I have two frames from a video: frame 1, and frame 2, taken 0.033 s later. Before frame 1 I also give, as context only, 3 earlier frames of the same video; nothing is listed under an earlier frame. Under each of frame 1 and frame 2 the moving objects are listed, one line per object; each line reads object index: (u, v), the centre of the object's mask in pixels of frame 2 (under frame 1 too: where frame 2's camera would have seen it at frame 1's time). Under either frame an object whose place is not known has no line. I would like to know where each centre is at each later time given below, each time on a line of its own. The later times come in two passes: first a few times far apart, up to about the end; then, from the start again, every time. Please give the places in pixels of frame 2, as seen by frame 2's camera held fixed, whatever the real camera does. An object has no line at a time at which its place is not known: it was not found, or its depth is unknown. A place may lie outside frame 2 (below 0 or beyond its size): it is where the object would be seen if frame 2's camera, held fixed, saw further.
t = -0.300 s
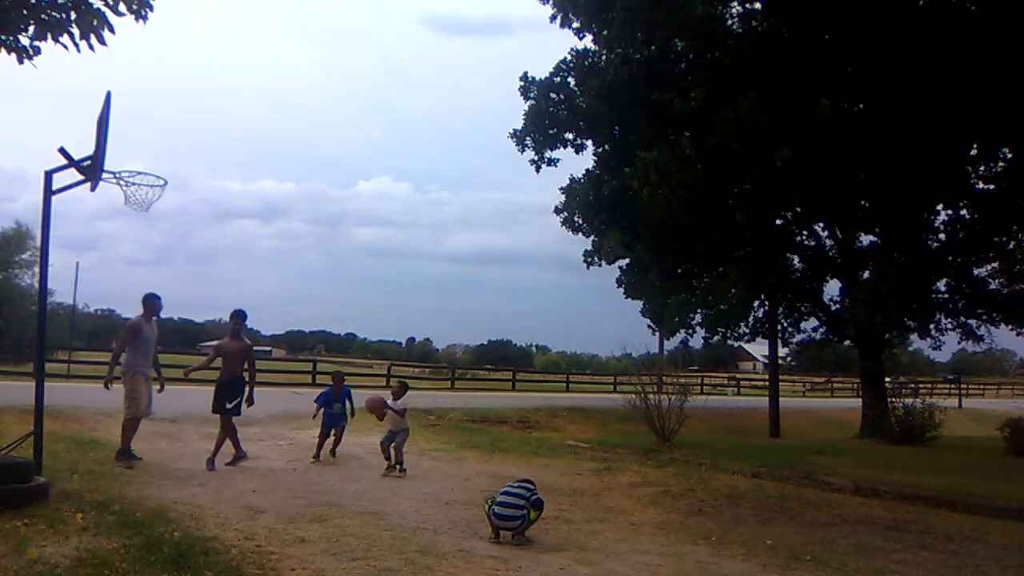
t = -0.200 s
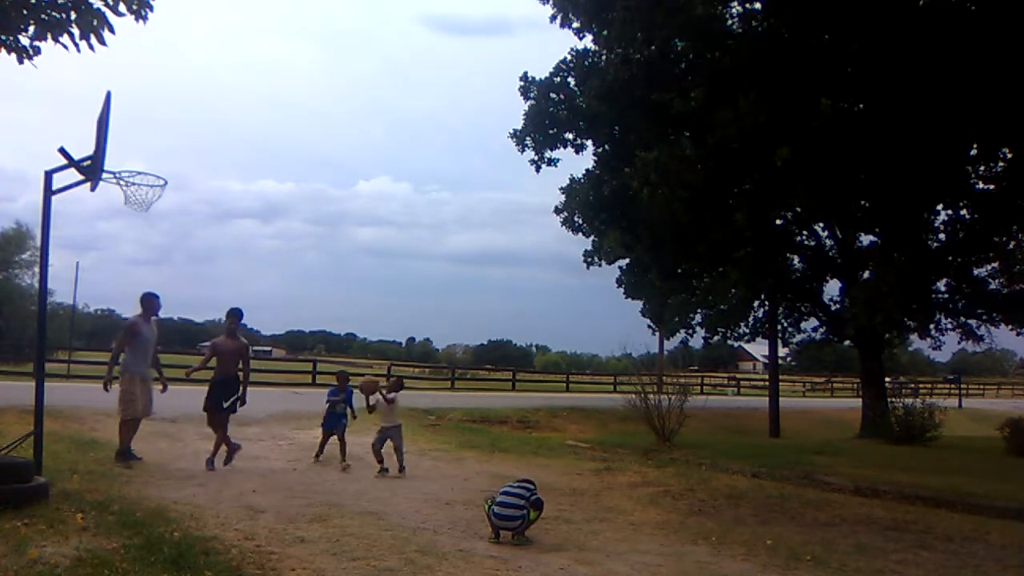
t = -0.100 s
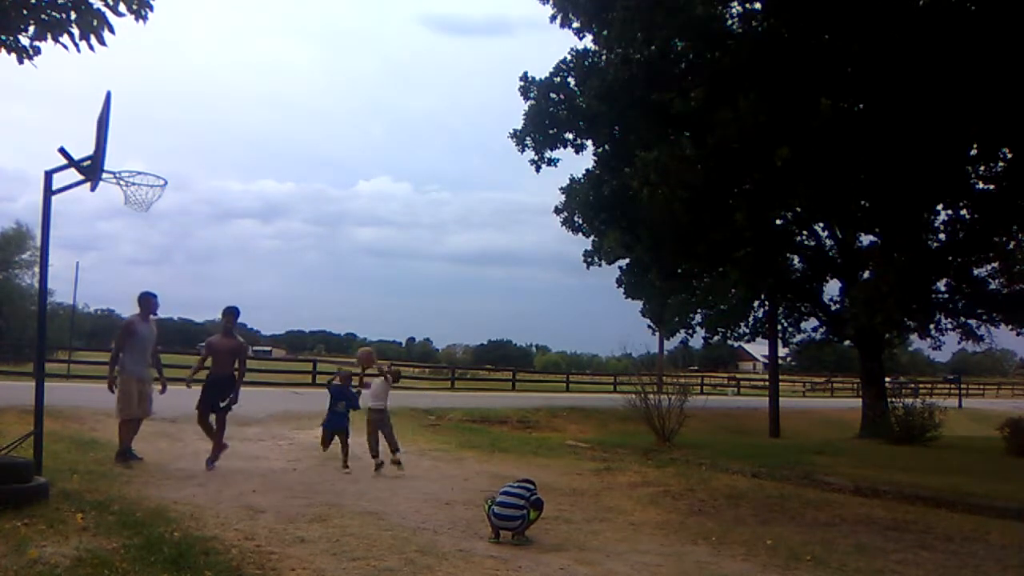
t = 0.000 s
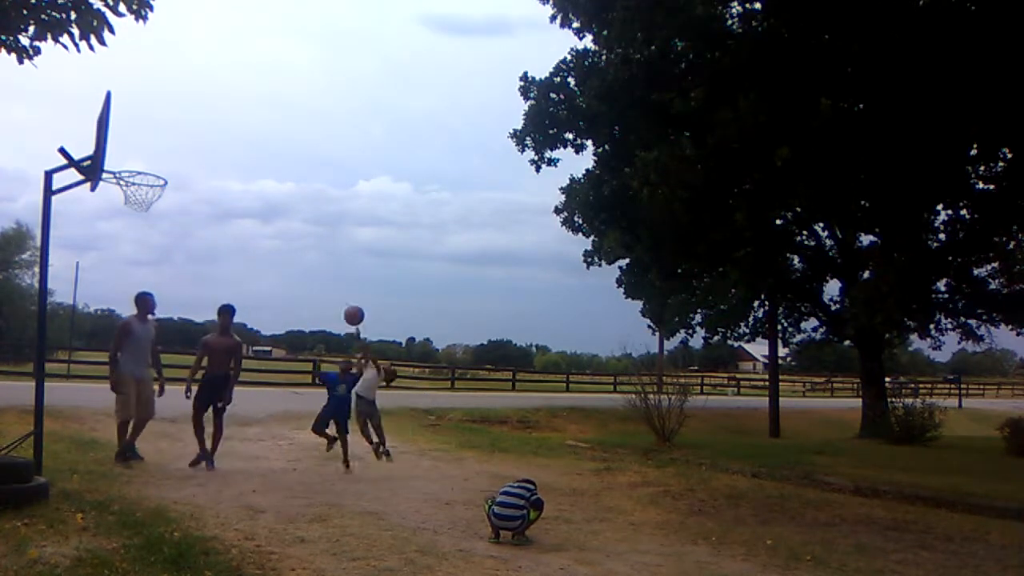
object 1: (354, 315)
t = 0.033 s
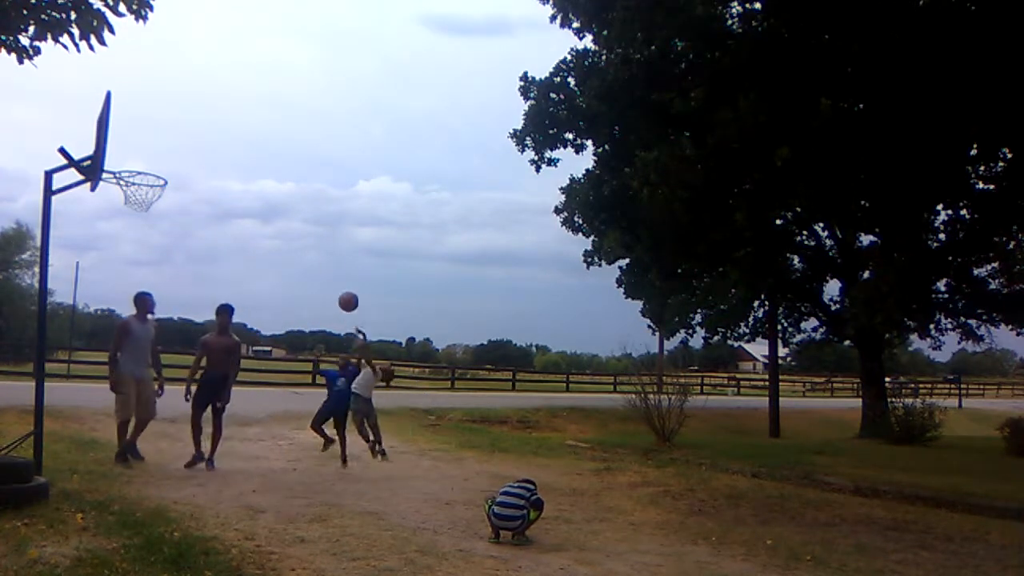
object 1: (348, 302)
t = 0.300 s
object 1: (301, 220)
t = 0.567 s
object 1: (248, 197)
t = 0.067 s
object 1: (343, 289)
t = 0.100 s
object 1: (337, 276)
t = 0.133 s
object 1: (331, 265)
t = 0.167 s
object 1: (325, 254)
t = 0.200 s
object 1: (320, 244)
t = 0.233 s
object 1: (314, 236)
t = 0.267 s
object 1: (308, 228)
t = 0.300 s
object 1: (301, 220)
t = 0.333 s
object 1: (295, 214)
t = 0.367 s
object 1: (289, 209)
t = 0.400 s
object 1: (282, 204)
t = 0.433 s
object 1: (275, 201)
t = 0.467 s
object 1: (269, 199)
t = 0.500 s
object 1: (262, 197)
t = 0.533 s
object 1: (255, 196)
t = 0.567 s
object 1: (248, 197)
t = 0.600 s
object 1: (241, 198)
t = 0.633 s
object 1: (233, 201)
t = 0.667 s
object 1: (225, 204)
